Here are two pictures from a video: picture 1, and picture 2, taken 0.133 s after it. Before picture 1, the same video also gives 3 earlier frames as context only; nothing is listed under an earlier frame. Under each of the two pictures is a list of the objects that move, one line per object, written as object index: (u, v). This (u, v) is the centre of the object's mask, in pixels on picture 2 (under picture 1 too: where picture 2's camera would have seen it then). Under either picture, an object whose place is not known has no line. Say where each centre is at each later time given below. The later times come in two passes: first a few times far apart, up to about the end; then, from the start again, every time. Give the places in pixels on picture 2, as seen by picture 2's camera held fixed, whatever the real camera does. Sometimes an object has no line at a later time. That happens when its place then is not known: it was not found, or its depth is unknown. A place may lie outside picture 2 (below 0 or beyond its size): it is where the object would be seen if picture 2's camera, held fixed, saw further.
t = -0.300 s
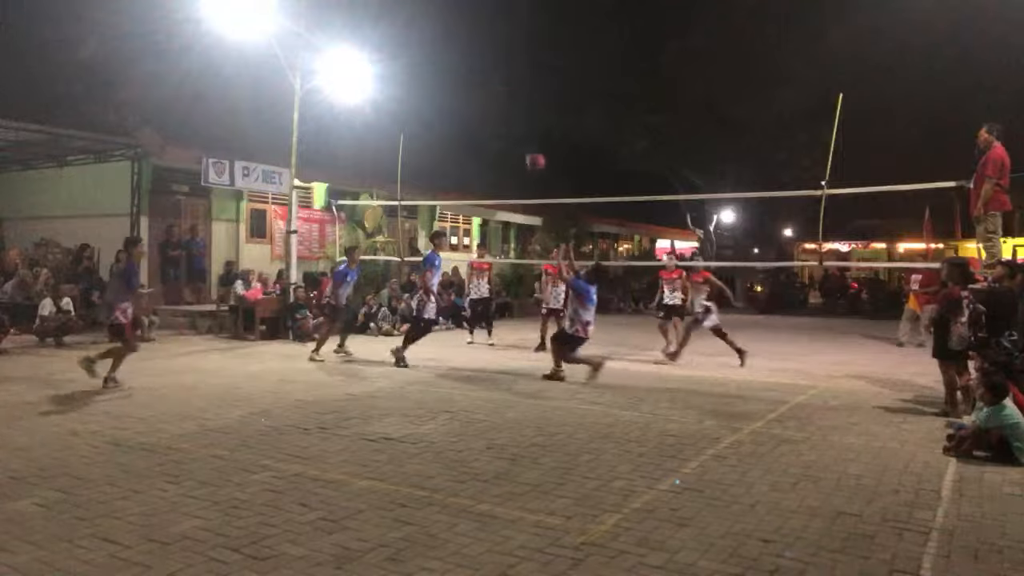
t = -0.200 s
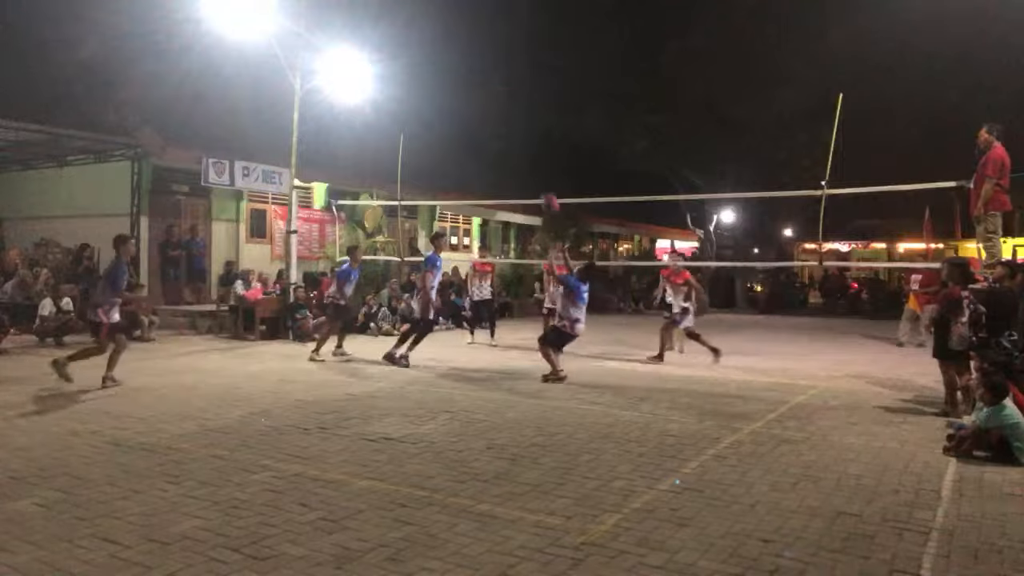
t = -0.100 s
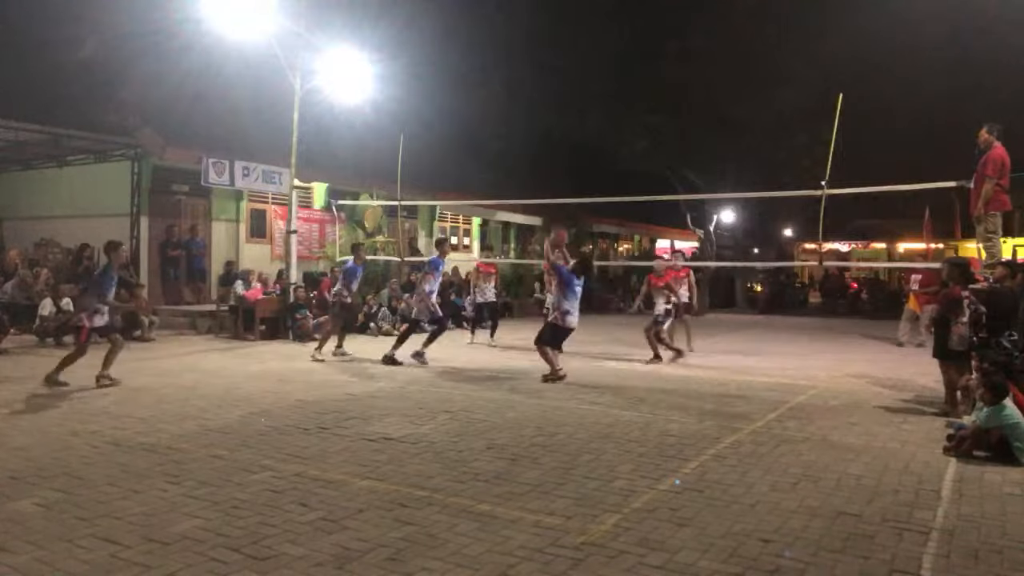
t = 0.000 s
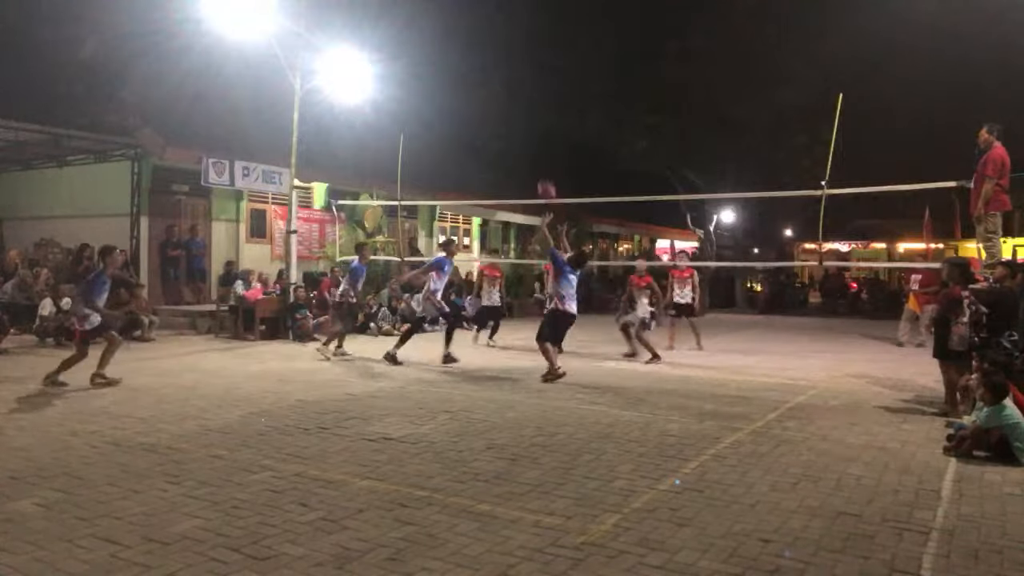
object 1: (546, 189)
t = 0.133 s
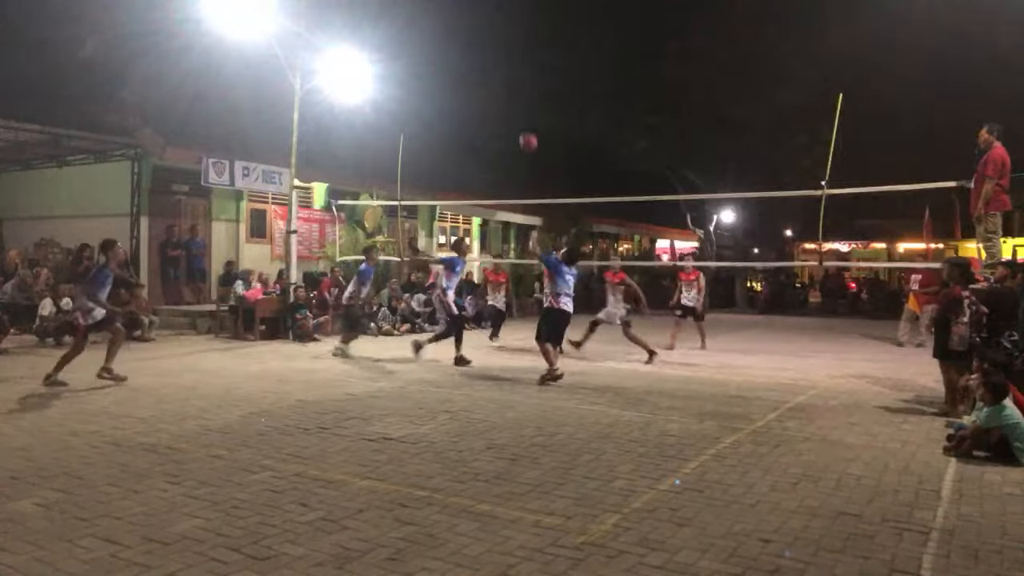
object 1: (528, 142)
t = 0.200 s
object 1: (520, 124)
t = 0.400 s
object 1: (496, 95)
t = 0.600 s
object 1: (474, 97)
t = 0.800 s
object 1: (453, 127)
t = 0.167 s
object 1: (524, 133)
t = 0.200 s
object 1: (520, 124)
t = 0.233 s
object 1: (515, 117)
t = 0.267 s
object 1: (511, 111)
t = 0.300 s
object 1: (508, 105)
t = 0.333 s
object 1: (503, 101)
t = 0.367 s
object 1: (499, 98)
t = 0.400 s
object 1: (496, 95)
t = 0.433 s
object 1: (492, 93)
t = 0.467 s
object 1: (488, 92)
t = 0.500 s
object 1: (484, 92)
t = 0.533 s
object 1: (481, 93)
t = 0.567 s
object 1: (477, 94)
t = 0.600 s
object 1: (474, 97)
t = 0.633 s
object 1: (470, 99)
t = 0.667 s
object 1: (467, 103)
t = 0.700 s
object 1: (463, 108)
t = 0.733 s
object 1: (460, 114)
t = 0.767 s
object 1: (457, 120)
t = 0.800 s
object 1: (453, 127)
